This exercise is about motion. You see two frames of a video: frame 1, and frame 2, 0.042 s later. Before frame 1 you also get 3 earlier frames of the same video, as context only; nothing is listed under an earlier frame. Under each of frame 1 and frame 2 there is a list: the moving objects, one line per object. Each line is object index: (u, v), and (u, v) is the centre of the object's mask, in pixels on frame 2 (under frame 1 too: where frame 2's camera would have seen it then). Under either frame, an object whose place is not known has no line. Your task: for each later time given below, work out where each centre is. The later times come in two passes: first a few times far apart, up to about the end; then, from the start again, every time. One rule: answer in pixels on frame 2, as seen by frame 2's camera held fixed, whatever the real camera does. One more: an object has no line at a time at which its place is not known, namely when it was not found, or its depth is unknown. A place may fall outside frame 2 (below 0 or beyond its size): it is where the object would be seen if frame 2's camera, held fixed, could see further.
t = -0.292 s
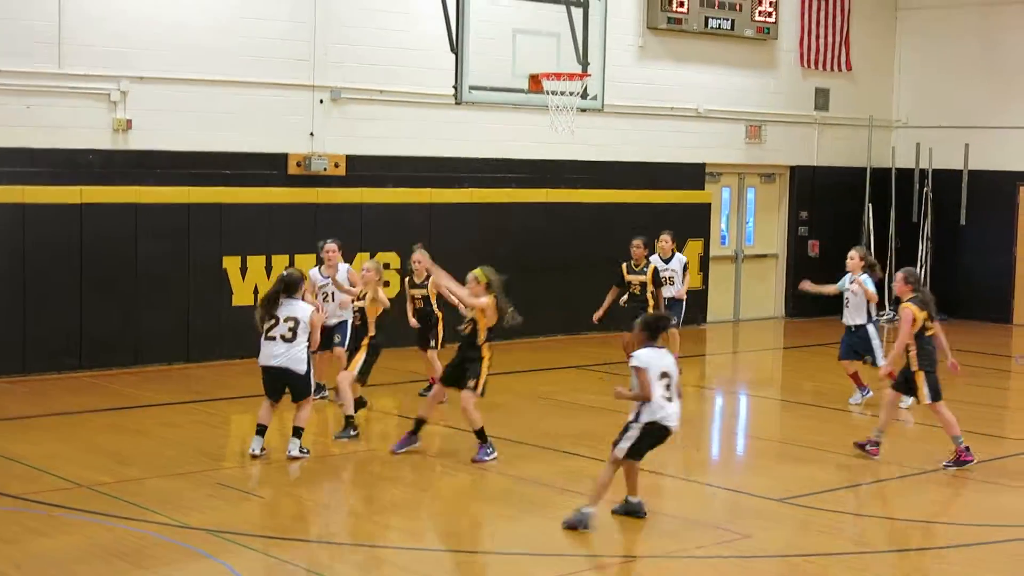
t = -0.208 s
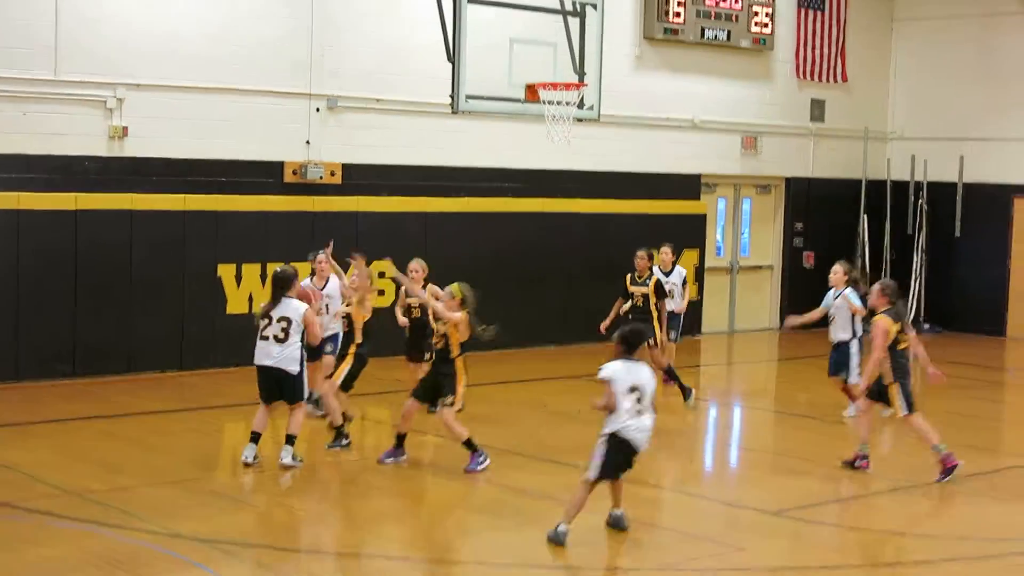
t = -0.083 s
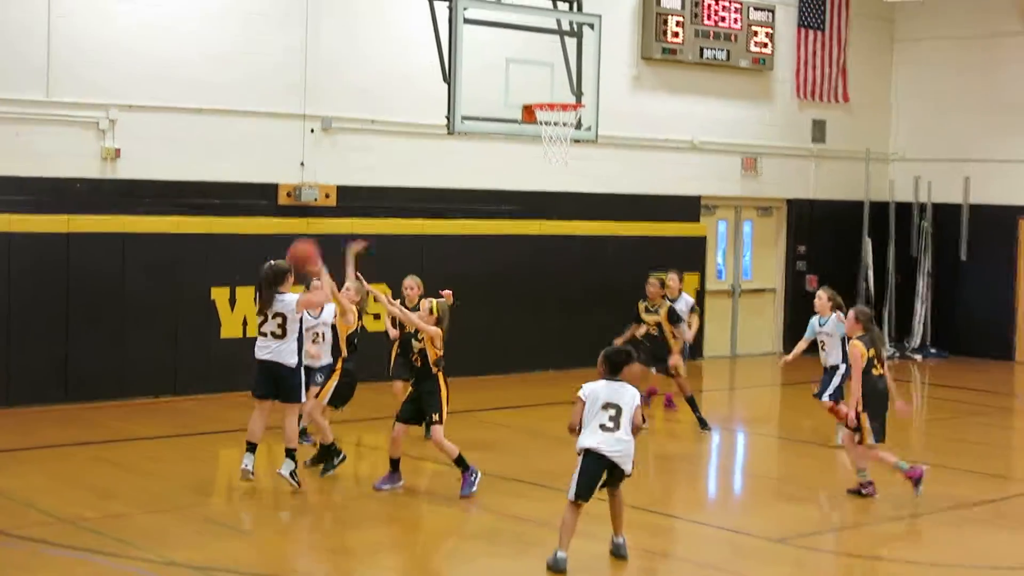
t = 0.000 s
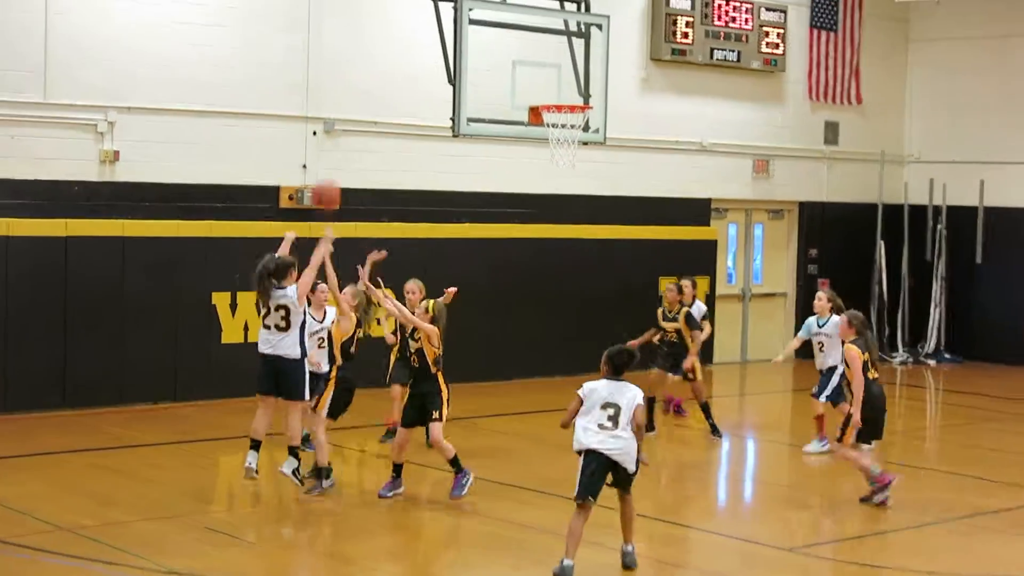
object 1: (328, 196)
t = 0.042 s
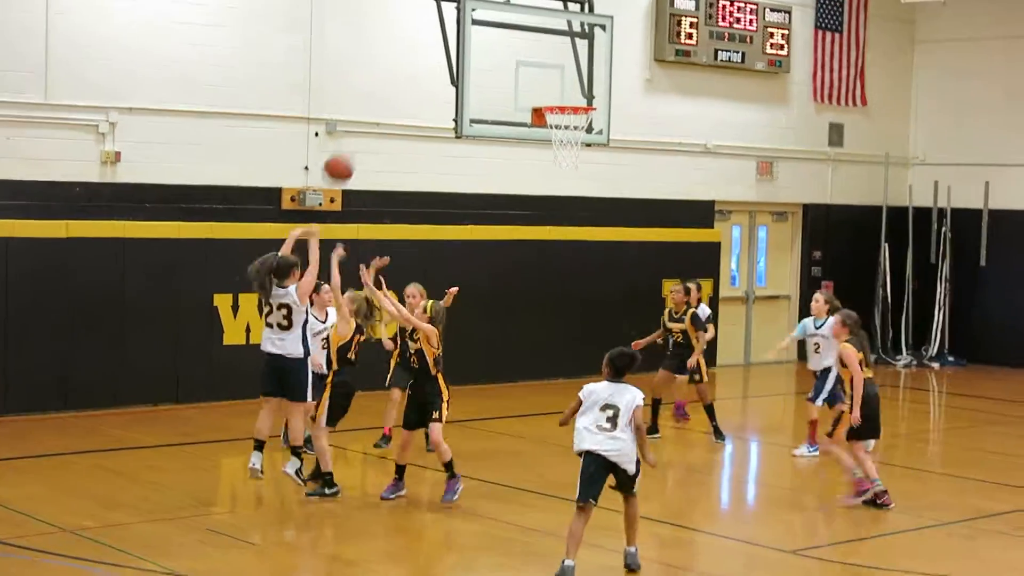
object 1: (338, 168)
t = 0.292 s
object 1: (398, 51)
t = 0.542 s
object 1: (447, 17)
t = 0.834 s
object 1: (484, 52)
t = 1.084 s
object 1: (511, 162)
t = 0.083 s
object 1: (349, 143)
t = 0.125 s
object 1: (359, 119)
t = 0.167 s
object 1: (369, 99)
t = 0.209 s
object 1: (379, 80)
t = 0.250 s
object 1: (388, 64)
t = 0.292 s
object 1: (398, 51)
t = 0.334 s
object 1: (406, 40)
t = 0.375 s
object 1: (415, 32)
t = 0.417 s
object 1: (424, 27)
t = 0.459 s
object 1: (430, 18)
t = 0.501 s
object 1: (439, 17)
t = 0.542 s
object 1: (447, 17)
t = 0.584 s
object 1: (456, 19)
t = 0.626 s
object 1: (463, 23)
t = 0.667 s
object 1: (468, 25)
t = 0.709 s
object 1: (472, 28)
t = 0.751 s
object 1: (476, 34)
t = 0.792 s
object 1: (480, 41)
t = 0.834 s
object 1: (484, 52)
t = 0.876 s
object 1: (489, 64)
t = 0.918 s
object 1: (493, 78)
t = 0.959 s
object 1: (497, 95)
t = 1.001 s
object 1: (501, 114)
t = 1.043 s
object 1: (507, 137)
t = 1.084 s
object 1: (511, 162)
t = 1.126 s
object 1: (515, 192)
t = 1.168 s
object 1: (519, 216)
